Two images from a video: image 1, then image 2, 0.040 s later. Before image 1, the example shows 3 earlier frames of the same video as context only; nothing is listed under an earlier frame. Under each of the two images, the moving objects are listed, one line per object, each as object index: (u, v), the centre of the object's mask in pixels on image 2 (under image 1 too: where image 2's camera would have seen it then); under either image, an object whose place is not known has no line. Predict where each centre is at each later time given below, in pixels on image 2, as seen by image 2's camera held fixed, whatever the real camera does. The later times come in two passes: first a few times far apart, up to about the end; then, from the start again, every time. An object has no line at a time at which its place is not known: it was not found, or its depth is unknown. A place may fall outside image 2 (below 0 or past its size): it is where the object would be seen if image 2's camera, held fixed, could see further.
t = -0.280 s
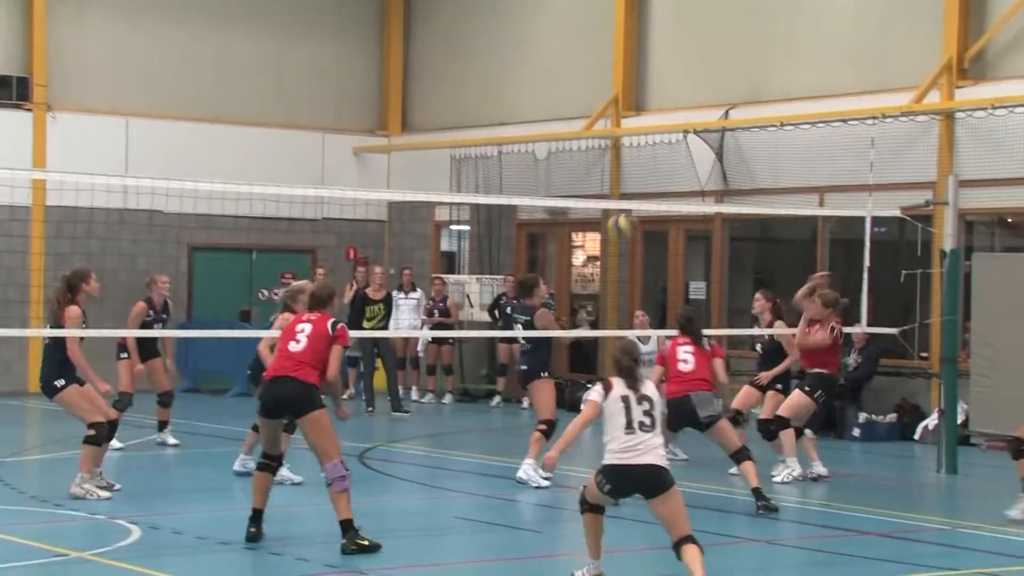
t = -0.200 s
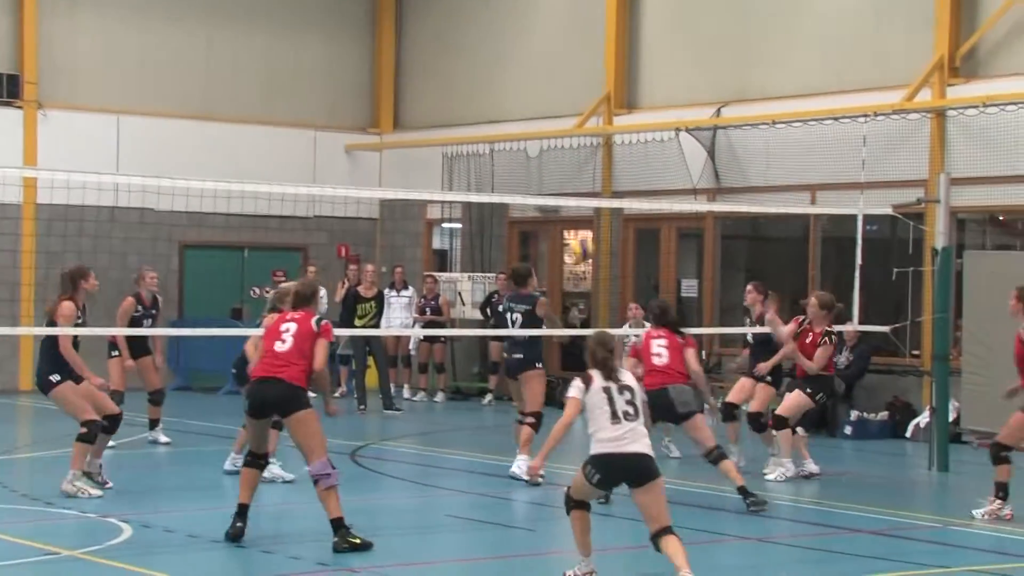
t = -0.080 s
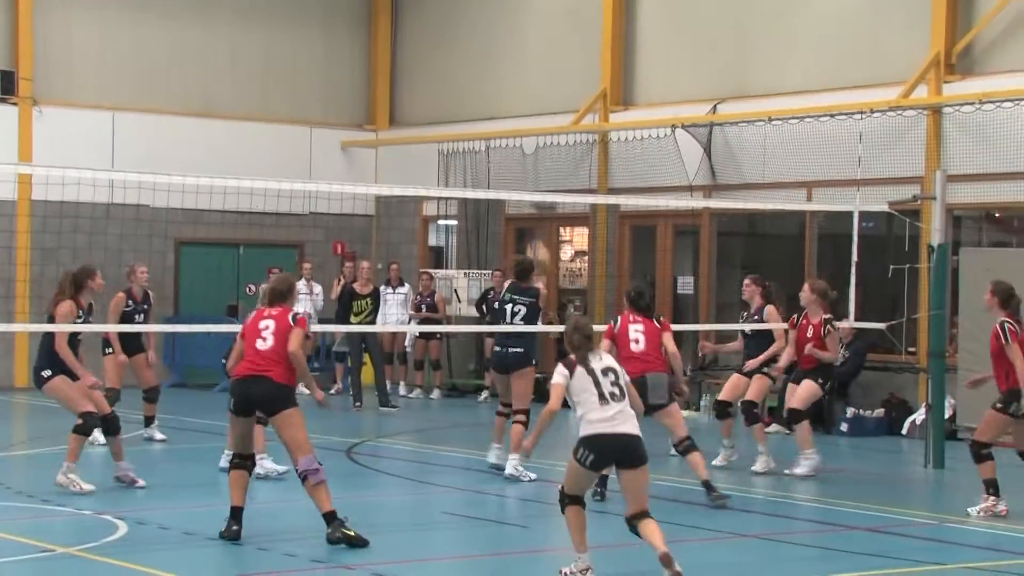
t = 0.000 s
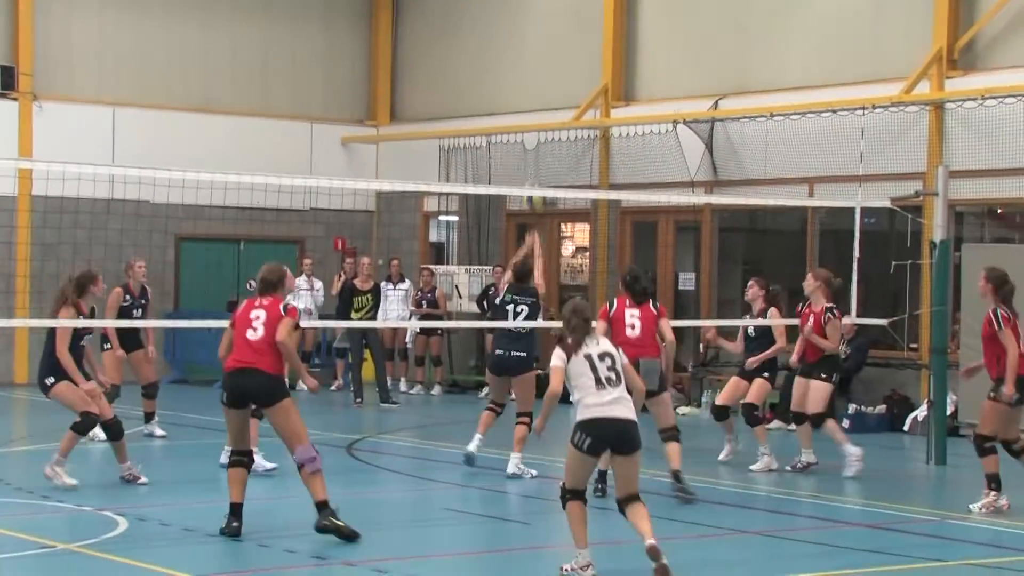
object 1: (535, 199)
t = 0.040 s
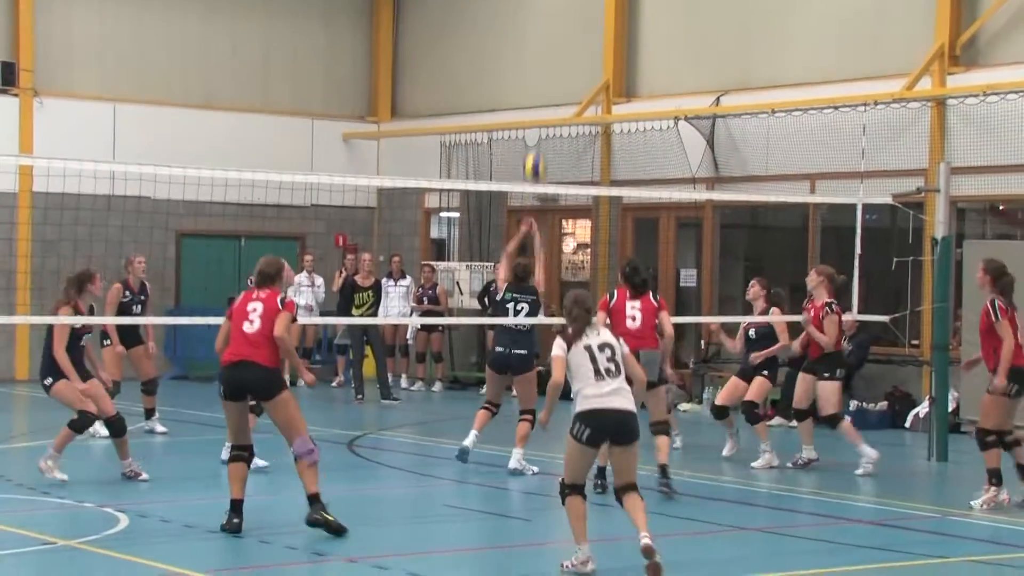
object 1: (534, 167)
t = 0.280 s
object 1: (524, 64)
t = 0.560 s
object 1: (513, 33)
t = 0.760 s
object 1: (504, 66)
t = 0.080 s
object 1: (533, 145)
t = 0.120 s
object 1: (531, 127)
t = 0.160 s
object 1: (529, 105)
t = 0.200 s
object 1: (527, 89)
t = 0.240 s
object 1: (526, 75)
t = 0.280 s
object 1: (524, 64)
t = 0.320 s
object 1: (524, 54)
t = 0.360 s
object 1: (521, 46)
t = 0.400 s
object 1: (519, 40)
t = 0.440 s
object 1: (518, 35)
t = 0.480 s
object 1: (517, 32)
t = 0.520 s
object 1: (514, 32)
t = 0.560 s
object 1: (513, 33)
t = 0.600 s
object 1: (510, 36)
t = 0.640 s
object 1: (509, 40)
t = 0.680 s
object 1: (507, 47)
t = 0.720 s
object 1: (506, 55)
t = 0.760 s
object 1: (504, 66)
